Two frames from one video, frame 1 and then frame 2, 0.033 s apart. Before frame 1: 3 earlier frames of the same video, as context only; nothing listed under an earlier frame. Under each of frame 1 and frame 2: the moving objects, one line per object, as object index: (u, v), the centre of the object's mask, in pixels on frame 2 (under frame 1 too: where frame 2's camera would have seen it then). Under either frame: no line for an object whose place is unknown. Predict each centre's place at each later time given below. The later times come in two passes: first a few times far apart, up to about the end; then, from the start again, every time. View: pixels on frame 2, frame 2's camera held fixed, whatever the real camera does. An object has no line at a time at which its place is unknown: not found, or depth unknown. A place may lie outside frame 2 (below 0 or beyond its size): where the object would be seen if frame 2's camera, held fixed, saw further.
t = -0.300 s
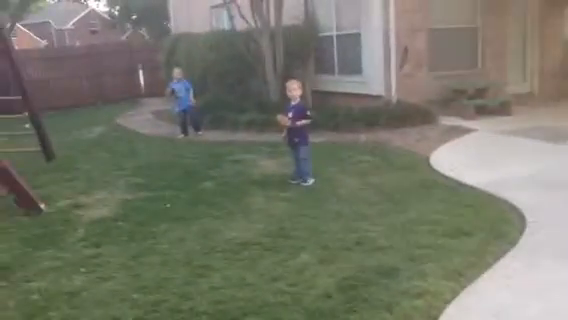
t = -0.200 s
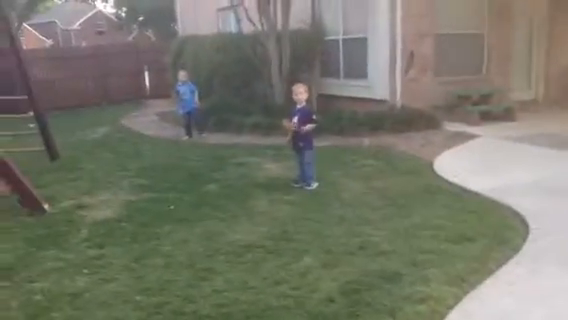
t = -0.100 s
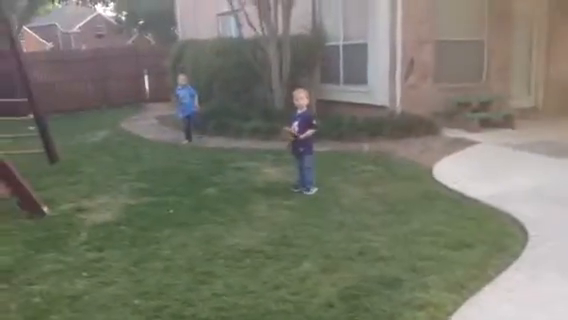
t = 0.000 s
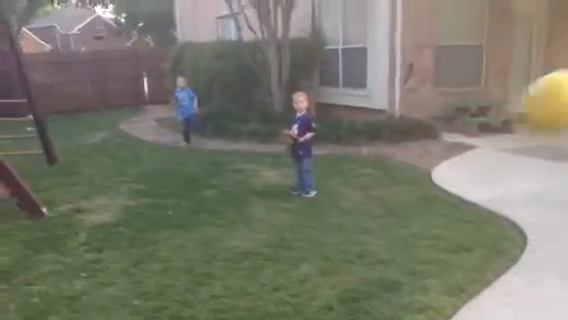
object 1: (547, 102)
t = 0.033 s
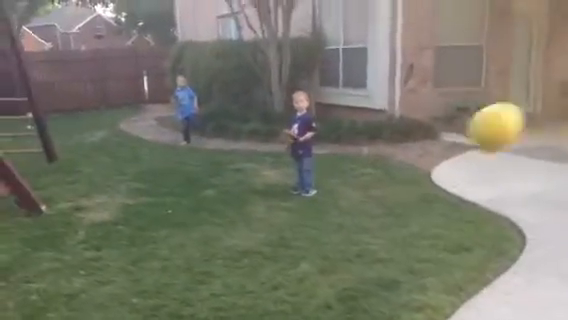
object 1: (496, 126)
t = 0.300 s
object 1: (351, 274)
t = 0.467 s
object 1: (337, 269)
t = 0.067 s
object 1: (455, 149)
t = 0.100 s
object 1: (428, 168)
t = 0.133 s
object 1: (408, 187)
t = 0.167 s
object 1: (393, 206)
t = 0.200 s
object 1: (380, 224)
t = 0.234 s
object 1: (368, 242)
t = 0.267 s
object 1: (360, 258)
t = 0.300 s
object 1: (351, 274)
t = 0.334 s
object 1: (345, 292)
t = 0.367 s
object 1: (340, 308)
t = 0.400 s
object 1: (335, 313)
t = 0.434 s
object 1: (337, 291)
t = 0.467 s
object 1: (337, 269)
